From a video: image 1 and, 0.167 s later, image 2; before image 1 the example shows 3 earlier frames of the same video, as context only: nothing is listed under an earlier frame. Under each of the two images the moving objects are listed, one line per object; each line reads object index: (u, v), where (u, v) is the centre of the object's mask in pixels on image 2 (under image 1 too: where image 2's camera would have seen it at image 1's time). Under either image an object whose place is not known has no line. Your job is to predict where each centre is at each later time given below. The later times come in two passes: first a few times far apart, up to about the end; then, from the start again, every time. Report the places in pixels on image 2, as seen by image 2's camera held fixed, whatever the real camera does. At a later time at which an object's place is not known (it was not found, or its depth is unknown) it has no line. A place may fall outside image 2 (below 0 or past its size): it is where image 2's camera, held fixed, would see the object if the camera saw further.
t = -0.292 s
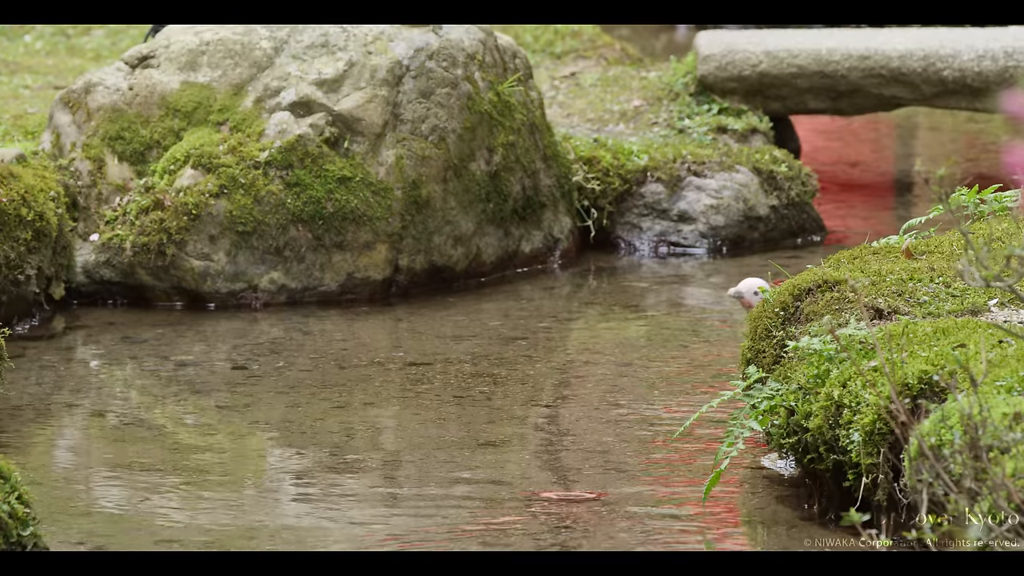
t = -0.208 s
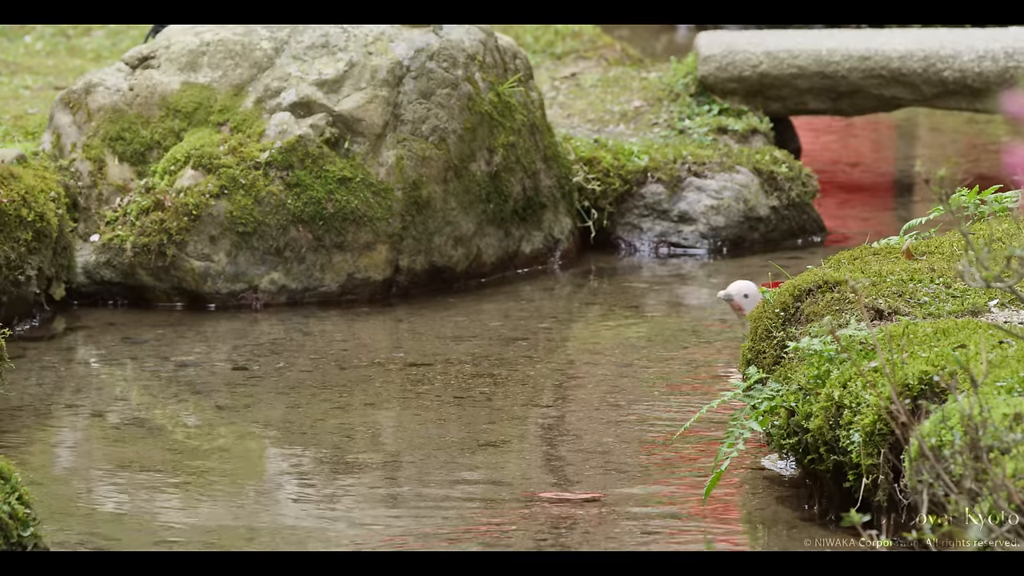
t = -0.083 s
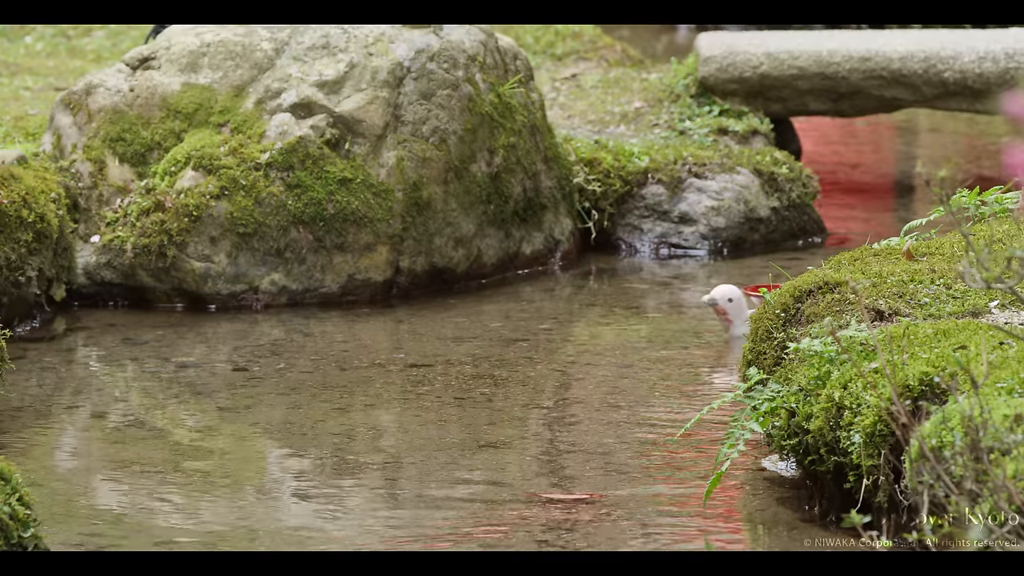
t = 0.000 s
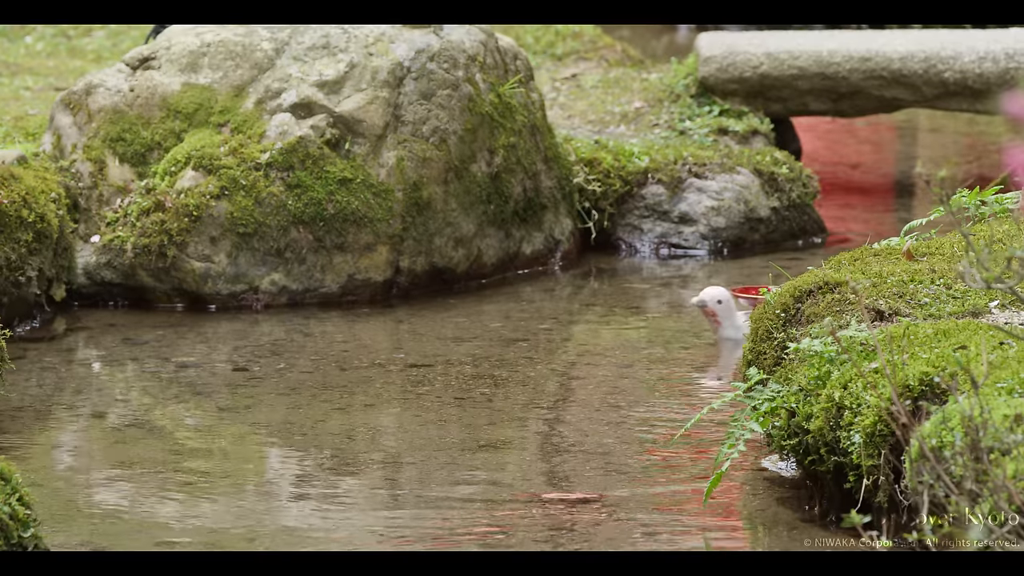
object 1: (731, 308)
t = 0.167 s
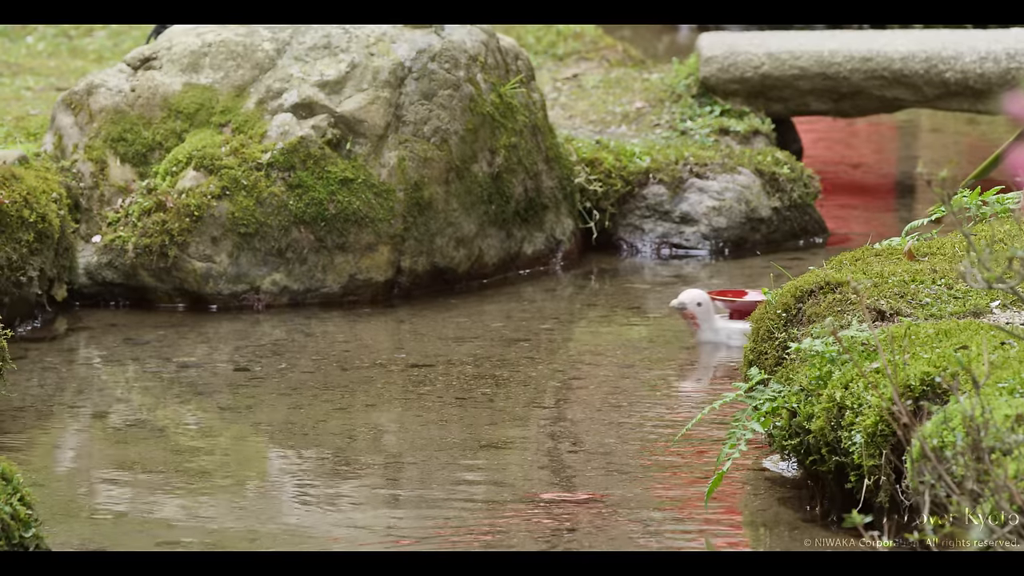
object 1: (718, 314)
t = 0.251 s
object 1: (712, 316)
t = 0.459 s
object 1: (693, 322)
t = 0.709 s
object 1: (661, 328)
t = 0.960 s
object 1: (625, 334)
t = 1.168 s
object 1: (594, 338)
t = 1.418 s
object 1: (560, 344)
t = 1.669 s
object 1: (525, 350)
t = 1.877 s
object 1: (497, 355)
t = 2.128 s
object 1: (464, 361)
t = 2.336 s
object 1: (437, 366)
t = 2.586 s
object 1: (406, 372)
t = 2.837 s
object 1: (376, 379)
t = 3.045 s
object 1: (352, 384)
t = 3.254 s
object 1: (330, 390)
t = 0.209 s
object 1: (715, 315)
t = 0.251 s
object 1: (712, 316)
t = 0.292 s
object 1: (709, 317)
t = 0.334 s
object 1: (705, 319)
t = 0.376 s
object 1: (701, 320)
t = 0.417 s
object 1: (697, 321)
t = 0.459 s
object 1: (693, 322)
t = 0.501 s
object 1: (689, 324)
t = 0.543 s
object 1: (684, 325)
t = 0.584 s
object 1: (679, 326)
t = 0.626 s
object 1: (674, 327)
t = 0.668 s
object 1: (667, 328)
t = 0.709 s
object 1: (661, 328)
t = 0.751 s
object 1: (655, 329)
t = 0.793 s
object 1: (649, 330)
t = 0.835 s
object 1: (643, 331)
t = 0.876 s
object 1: (637, 332)
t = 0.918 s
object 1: (631, 333)
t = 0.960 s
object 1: (625, 334)
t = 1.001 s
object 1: (619, 335)
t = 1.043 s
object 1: (612, 335)
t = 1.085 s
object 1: (606, 336)
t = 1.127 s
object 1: (600, 337)
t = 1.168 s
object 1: (594, 338)
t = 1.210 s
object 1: (588, 339)
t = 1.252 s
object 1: (583, 340)
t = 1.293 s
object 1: (577, 341)
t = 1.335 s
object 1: (571, 342)
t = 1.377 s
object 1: (565, 343)
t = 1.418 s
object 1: (560, 344)
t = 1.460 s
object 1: (554, 345)
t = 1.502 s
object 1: (548, 346)
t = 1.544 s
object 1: (542, 347)
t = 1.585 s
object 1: (537, 348)
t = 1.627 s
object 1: (531, 349)
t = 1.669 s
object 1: (525, 350)
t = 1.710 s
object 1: (520, 351)
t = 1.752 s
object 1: (514, 352)
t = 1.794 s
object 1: (508, 353)
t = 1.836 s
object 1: (503, 354)
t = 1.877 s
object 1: (497, 355)
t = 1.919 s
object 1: (491, 356)
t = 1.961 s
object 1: (486, 357)
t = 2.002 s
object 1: (481, 358)
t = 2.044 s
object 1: (475, 359)
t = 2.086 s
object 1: (469, 360)
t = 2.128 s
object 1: (464, 361)
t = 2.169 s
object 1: (458, 362)
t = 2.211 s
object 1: (453, 363)
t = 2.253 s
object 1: (448, 364)
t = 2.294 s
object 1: (442, 365)
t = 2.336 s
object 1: (437, 366)
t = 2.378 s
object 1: (432, 367)
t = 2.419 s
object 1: (427, 368)
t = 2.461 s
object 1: (422, 369)
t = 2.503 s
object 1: (416, 370)
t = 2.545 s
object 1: (411, 371)
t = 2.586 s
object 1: (406, 372)
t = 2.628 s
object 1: (401, 373)
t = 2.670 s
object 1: (396, 375)
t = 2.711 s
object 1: (391, 375)
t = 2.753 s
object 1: (386, 376)
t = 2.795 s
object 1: (382, 377)
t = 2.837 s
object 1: (376, 379)
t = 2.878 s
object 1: (372, 380)
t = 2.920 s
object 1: (367, 381)
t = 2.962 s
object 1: (362, 382)
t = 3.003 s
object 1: (357, 383)
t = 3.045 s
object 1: (352, 384)
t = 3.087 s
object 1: (348, 386)
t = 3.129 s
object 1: (343, 386)
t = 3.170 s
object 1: (339, 387)
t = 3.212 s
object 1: (334, 388)
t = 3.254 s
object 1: (330, 390)
